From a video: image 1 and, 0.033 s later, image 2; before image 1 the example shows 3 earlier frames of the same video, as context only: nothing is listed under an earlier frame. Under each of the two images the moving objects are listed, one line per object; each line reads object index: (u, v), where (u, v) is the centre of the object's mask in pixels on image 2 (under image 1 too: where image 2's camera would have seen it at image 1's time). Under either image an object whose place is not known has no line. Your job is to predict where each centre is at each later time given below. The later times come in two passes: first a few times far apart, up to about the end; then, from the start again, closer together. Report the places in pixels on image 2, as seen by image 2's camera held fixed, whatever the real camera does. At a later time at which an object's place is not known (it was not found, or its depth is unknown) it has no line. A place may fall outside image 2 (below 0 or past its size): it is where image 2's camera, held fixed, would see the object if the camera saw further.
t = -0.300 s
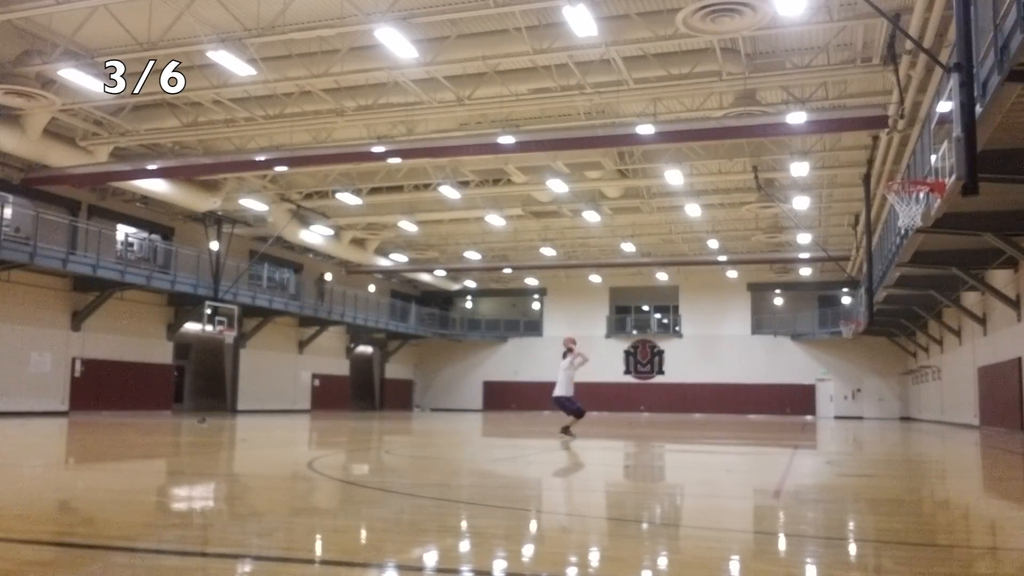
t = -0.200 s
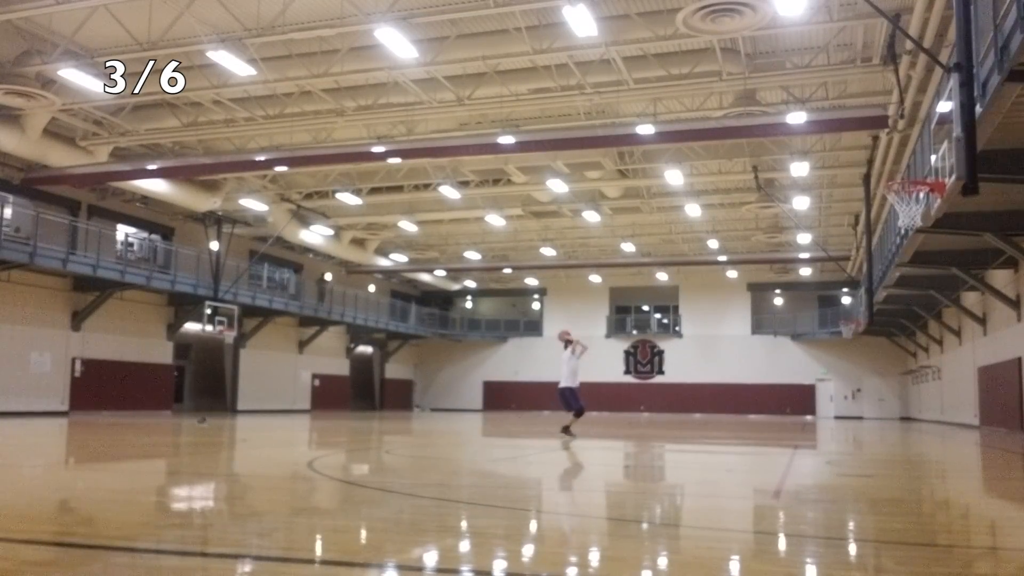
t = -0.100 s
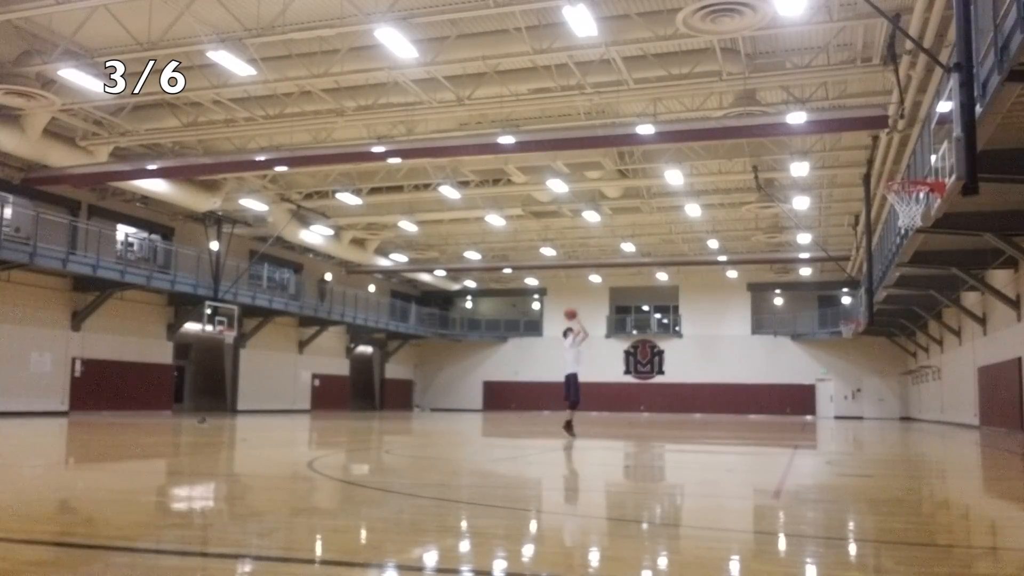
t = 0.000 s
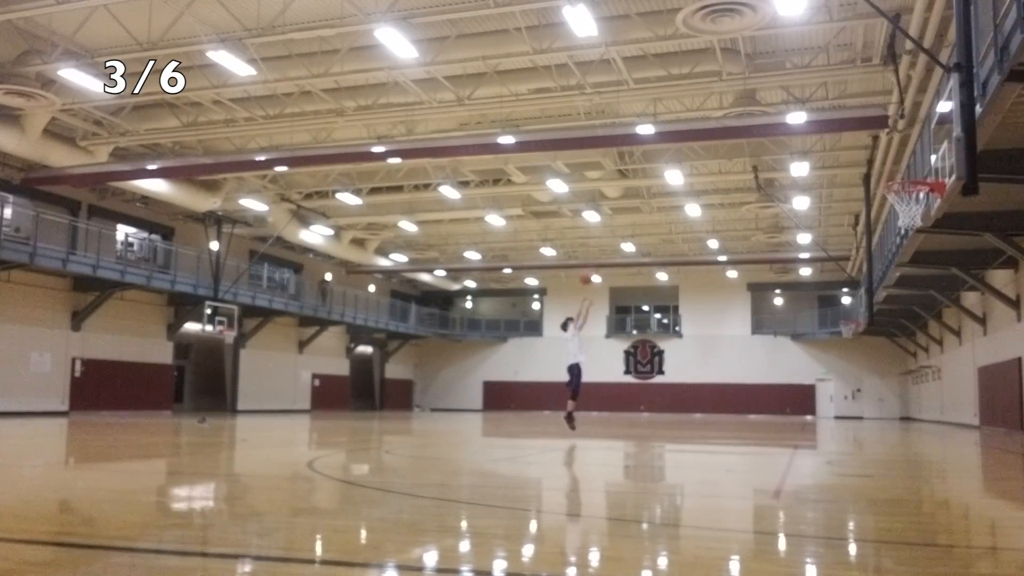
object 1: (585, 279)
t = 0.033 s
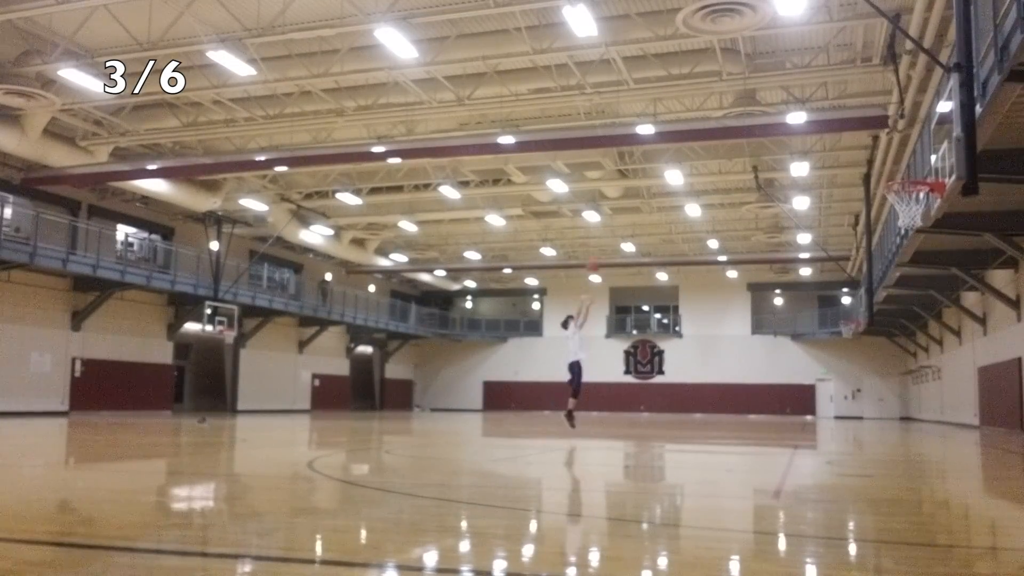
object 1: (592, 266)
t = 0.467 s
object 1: (692, 146)
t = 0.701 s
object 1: (757, 122)
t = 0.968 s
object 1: (845, 138)
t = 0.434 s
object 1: (683, 154)
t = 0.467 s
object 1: (692, 146)
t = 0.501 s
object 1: (700, 141)
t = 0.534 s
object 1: (709, 136)
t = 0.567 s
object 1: (718, 131)
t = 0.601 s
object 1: (726, 128)
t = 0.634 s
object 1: (737, 126)
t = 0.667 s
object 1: (747, 122)
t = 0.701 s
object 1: (757, 122)
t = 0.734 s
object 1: (767, 121)
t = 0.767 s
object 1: (776, 120)
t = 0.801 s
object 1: (787, 121)
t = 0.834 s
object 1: (800, 123)
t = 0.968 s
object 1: (845, 138)
